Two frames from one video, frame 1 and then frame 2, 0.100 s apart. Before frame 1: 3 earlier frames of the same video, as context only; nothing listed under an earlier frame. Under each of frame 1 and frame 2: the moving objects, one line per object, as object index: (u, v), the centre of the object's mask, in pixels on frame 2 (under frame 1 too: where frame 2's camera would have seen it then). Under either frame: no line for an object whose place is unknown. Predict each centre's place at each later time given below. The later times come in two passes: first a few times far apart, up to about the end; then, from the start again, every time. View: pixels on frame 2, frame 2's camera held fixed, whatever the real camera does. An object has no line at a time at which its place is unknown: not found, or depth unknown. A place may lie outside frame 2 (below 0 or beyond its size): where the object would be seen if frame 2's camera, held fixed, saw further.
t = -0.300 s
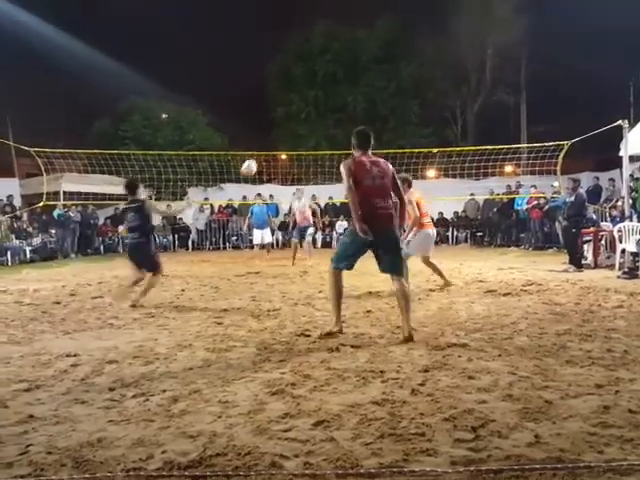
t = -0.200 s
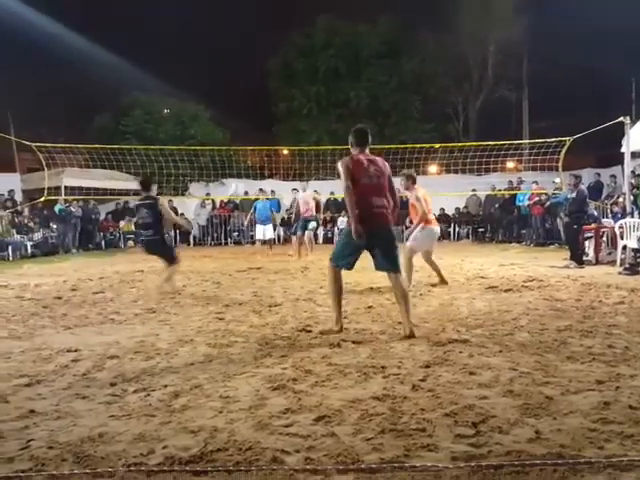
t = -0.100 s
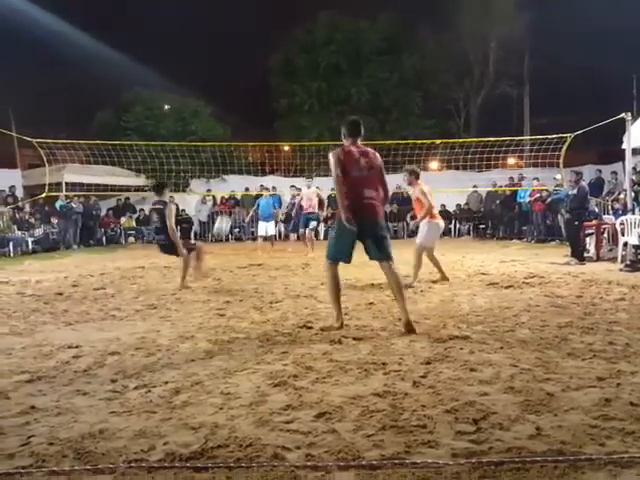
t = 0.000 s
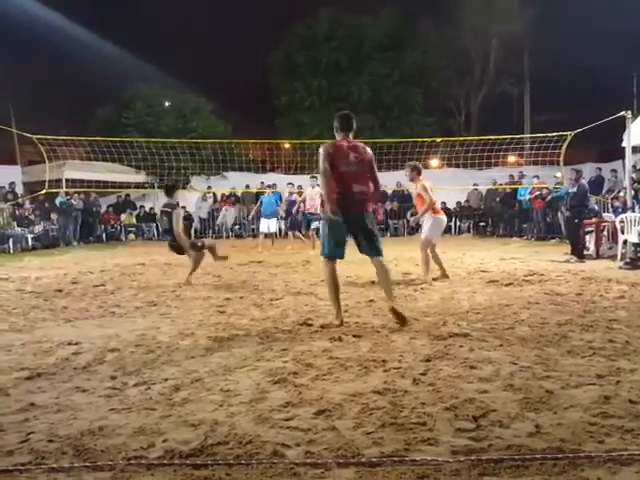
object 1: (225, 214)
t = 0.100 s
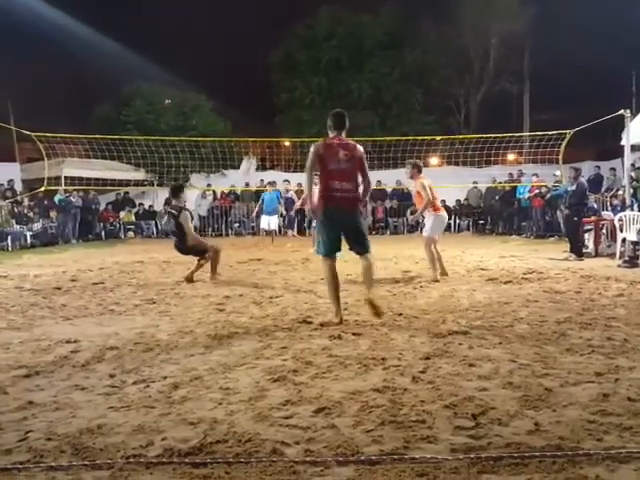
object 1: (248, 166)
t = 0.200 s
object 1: (270, 126)
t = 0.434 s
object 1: (321, 55)
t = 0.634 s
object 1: (365, 24)
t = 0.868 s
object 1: (413, 20)
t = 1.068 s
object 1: (454, 48)
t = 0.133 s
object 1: (255, 152)
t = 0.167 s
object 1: (262, 138)
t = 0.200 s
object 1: (270, 126)
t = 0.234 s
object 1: (277, 114)
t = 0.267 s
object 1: (285, 102)
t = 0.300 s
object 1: (292, 91)
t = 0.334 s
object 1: (299, 81)
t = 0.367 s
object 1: (306, 72)
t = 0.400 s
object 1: (314, 62)
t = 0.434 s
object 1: (321, 55)
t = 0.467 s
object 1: (328, 48)
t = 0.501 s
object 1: (336, 42)
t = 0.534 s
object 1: (343, 37)
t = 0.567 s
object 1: (351, 32)
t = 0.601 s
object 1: (358, 27)
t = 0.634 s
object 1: (365, 24)
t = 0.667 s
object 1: (372, 21)
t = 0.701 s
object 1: (379, 19)
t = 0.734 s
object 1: (386, 17)
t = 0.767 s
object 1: (392, 17)
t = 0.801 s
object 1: (399, 18)
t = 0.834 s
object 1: (406, 19)
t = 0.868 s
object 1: (413, 20)
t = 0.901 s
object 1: (420, 23)
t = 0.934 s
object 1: (426, 26)
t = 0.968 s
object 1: (433, 30)
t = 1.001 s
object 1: (440, 35)
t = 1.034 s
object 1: (447, 41)
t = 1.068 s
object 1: (454, 48)
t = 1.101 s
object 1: (461, 55)
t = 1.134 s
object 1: (468, 63)
